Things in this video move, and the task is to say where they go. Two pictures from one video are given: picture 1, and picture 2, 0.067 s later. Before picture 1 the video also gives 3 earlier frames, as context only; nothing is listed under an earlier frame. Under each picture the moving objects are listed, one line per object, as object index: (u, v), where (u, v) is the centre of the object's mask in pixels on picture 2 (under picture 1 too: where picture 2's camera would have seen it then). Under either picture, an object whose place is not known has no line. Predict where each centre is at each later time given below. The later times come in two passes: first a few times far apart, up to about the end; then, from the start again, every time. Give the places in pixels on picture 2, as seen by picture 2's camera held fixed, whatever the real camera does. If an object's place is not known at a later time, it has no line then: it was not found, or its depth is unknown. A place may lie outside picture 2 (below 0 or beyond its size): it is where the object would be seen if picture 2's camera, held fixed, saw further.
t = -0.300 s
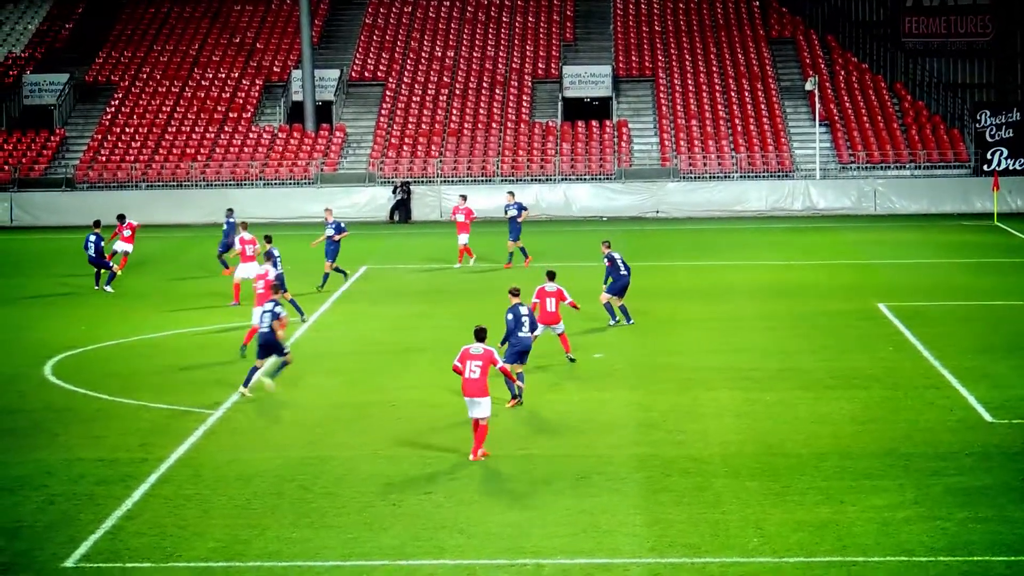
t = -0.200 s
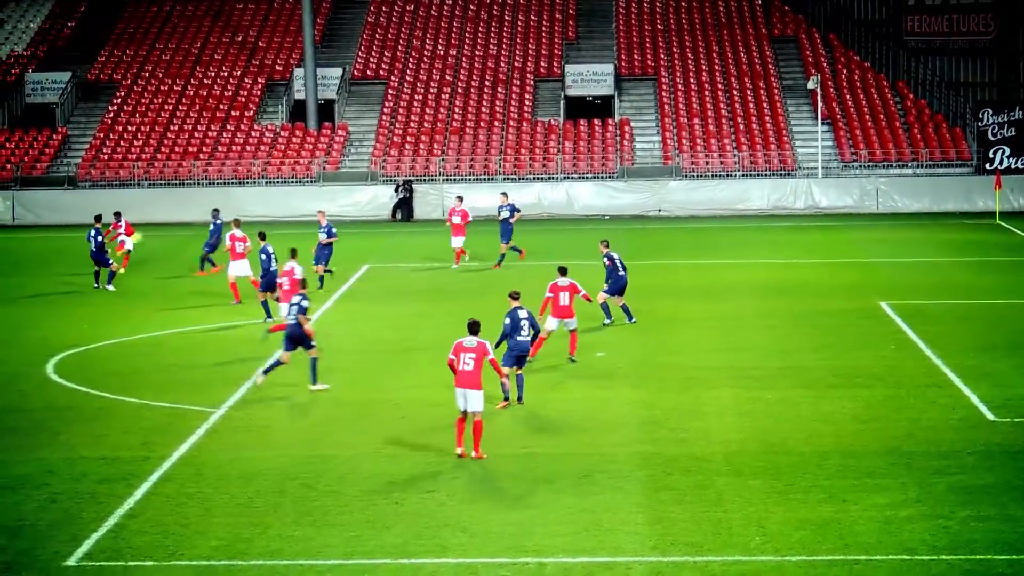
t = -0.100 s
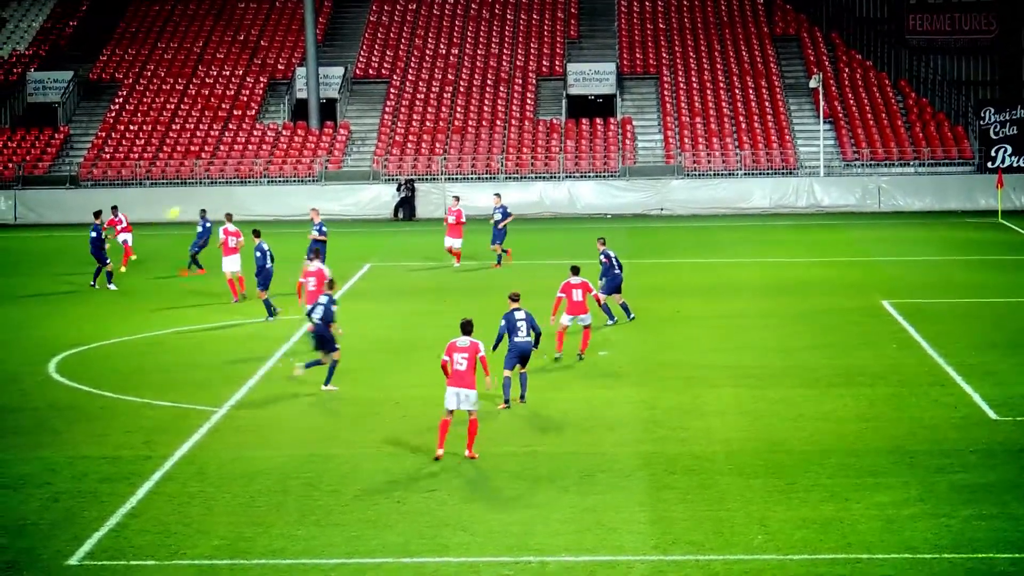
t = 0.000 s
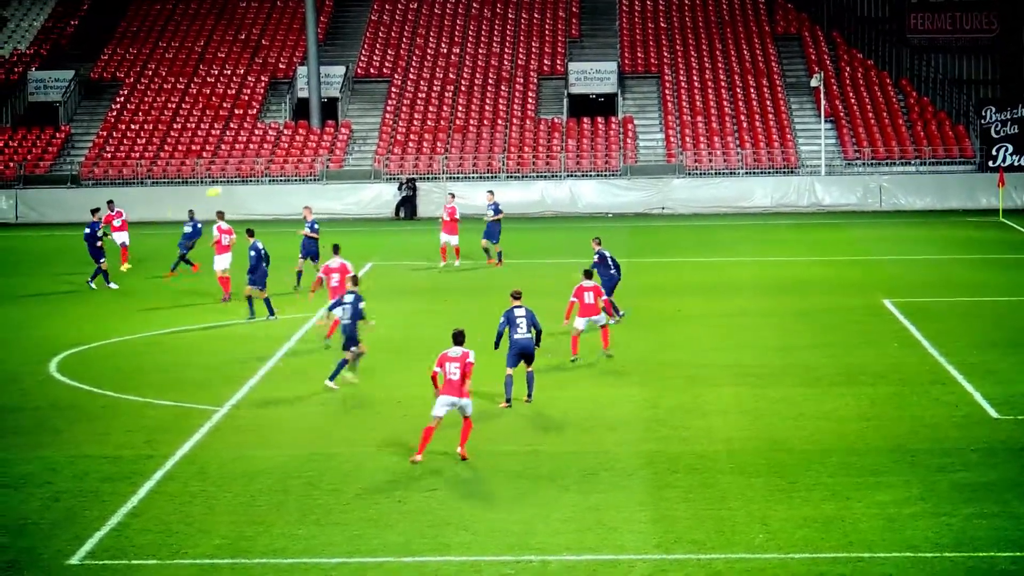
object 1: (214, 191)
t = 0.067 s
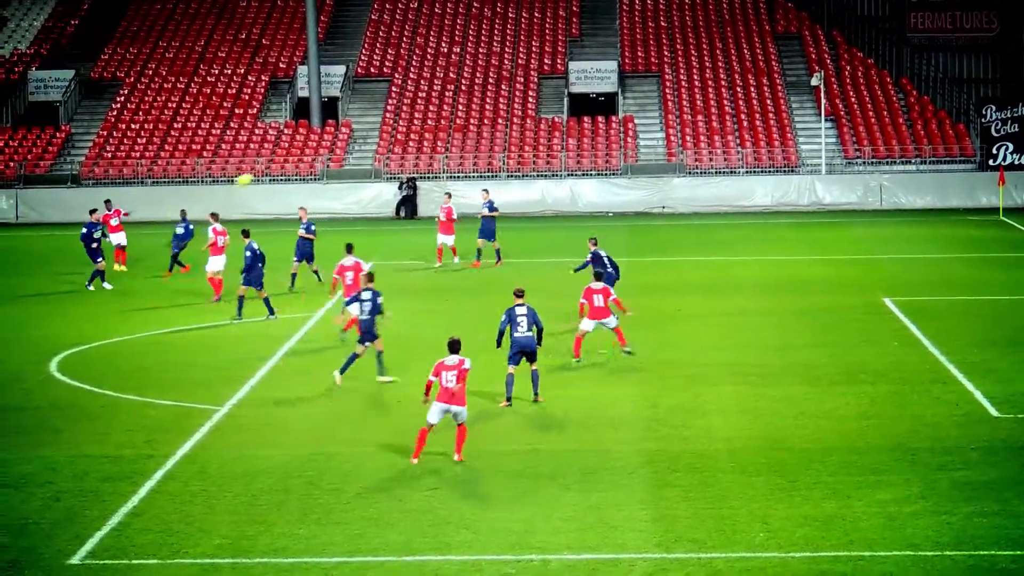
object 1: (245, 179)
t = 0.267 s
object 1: (341, 159)
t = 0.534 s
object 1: (492, 164)
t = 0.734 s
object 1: (614, 193)
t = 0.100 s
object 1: (259, 175)
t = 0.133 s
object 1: (275, 171)
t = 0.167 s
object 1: (290, 167)
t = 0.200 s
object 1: (308, 163)
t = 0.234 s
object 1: (323, 161)
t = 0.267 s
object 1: (341, 159)
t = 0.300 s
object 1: (358, 157)
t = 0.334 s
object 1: (377, 158)
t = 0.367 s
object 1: (396, 157)
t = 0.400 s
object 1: (414, 157)
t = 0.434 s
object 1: (433, 158)
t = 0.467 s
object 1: (452, 160)
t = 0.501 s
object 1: (472, 162)
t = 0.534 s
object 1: (492, 164)
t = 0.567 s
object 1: (511, 167)
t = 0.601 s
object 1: (532, 170)
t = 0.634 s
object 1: (552, 174)
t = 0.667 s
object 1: (573, 178)
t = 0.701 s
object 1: (593, 184)
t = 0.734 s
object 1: (614, 193)
